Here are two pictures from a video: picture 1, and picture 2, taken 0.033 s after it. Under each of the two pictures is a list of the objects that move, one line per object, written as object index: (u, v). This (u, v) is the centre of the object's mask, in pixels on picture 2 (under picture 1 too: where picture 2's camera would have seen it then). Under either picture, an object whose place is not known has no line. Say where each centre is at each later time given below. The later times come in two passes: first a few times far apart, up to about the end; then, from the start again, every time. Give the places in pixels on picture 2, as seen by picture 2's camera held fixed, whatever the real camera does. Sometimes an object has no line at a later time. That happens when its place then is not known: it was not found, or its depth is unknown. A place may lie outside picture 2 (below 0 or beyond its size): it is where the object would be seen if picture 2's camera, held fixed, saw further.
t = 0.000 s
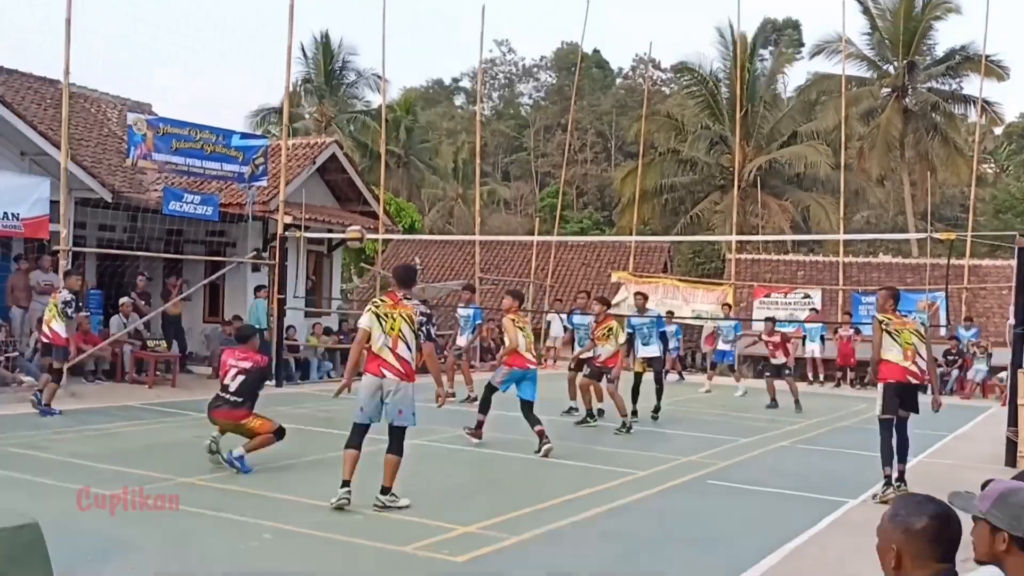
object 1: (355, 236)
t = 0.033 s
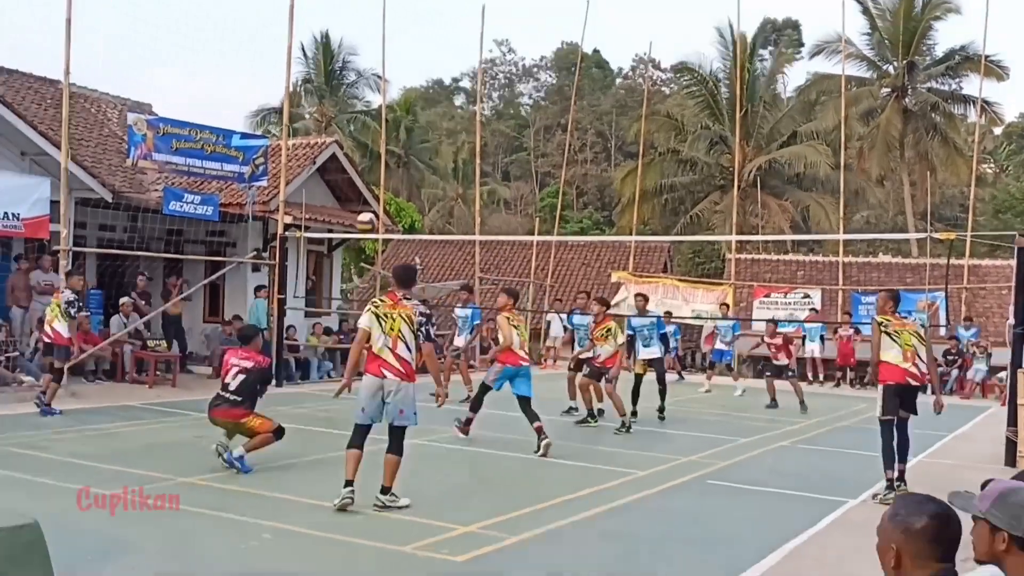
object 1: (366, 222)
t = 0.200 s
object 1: (418, 177)
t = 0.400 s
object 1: (471, 158)
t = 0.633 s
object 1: (524, 183)
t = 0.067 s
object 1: (378, 211)
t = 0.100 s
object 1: (388, 200)
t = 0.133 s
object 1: (399, 191)
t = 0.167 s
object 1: (408, 183)
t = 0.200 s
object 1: (418, 177)
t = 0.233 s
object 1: (427, 170)
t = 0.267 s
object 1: (437, 166)
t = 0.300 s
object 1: (446, 162)
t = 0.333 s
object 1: (454, 161)
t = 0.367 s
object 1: (463, 160)
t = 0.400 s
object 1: (471, 158)
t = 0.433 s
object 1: (480, 159)
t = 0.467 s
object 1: (487, 160)
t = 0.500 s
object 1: (494, 163)
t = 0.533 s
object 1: (502, 167)
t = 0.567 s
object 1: (509, 172)
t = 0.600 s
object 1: (517, 176)
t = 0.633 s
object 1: (524, 183)
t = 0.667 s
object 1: (531, 190)
